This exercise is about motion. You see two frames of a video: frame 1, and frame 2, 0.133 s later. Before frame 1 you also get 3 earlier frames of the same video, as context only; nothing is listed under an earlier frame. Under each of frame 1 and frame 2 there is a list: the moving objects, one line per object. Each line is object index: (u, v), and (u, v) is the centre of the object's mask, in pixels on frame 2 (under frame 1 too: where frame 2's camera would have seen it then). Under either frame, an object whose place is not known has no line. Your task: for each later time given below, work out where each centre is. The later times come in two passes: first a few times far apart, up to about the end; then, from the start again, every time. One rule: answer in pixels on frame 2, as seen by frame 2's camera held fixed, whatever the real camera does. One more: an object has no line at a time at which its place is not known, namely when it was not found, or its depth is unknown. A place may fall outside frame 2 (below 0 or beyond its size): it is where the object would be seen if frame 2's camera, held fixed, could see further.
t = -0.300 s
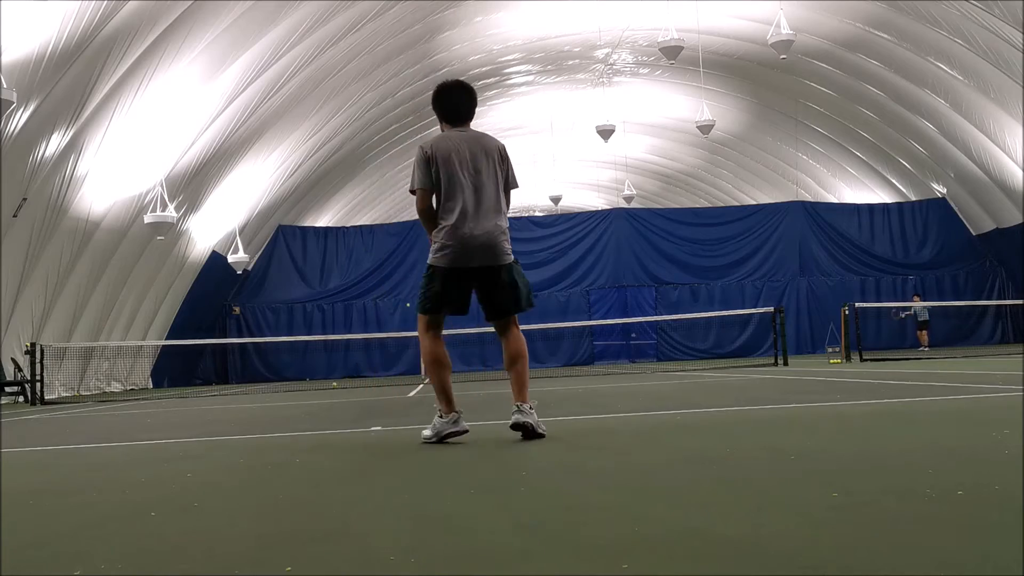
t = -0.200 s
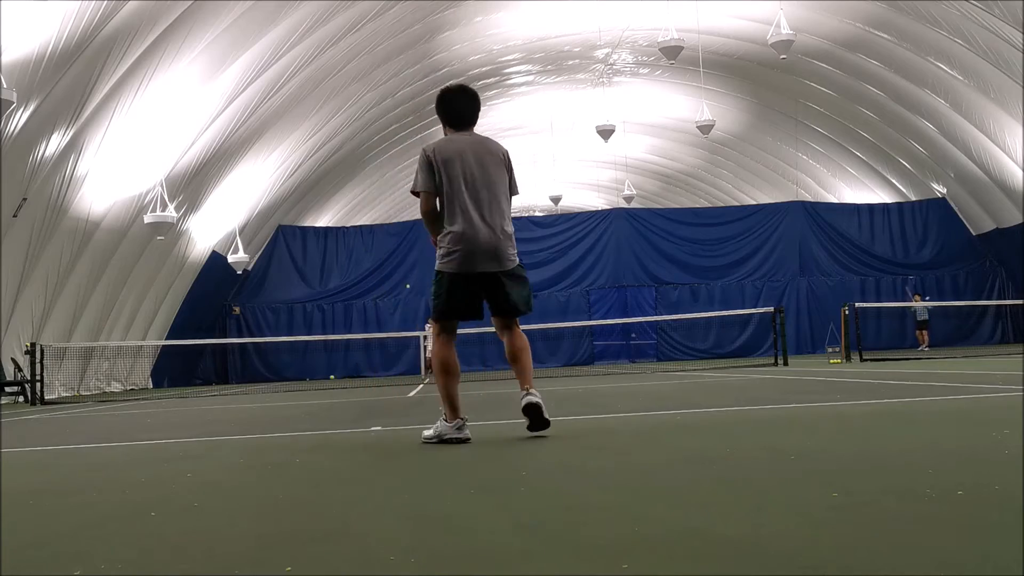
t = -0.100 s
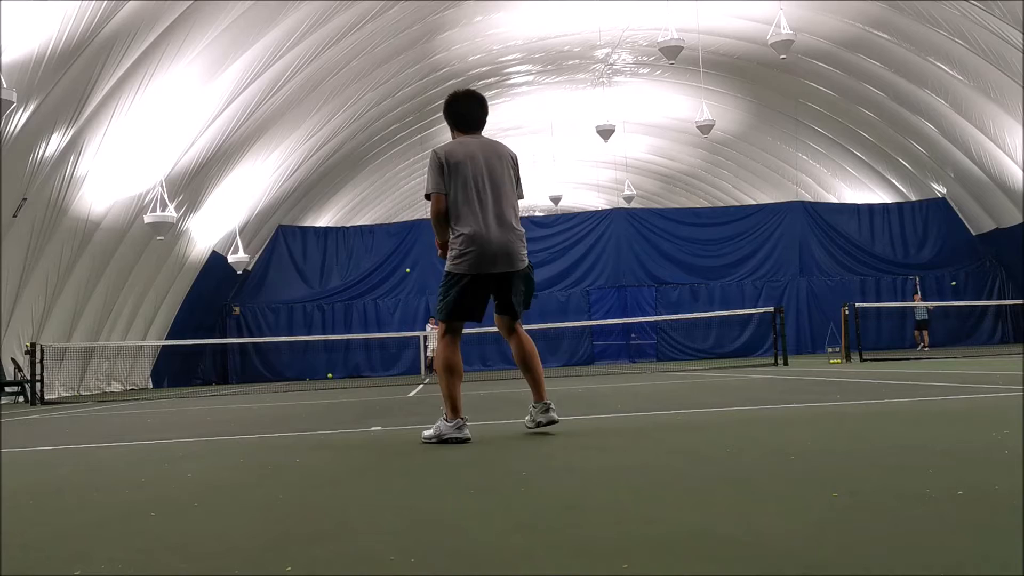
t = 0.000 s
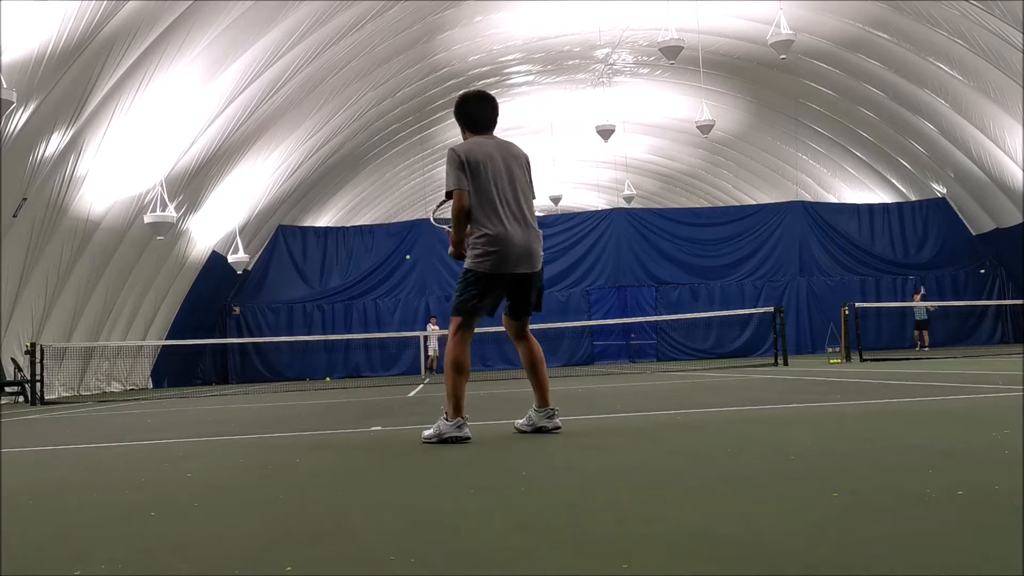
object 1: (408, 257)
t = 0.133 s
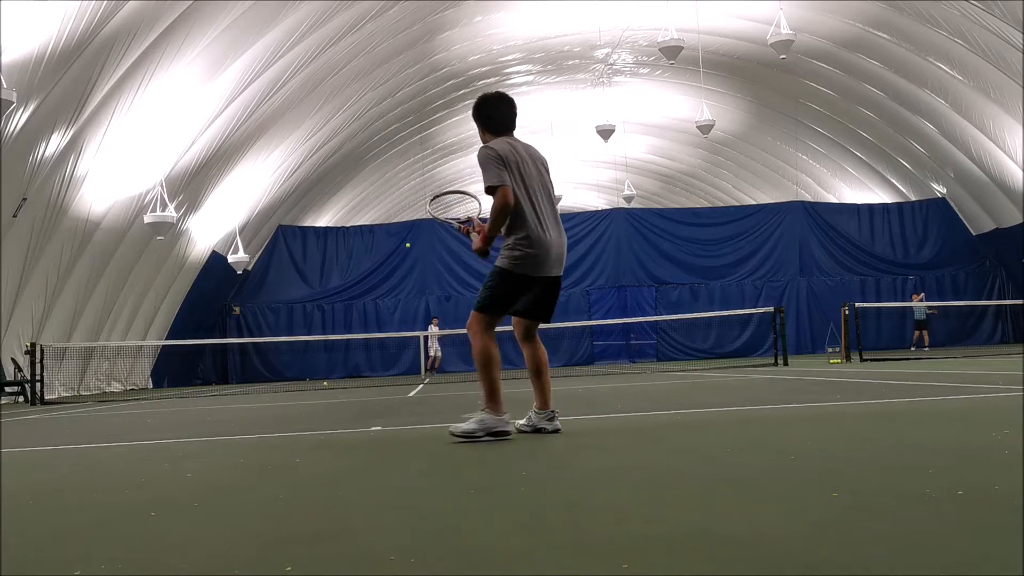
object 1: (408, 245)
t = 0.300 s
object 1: (408, 242)
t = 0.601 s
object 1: (411, 291)
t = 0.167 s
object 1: (408, 243)
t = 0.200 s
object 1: (408, 242)
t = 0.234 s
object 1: (408, 241)
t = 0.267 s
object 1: (408, 241)
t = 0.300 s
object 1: (408, 242)
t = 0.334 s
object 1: (408, 244)
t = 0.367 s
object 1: (408, 246)
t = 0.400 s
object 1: (409, 249)
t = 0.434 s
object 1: (409, 253)
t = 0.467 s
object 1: (409, 258)
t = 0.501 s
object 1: (409, 265)
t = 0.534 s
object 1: (410, 272)
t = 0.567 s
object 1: (410, 281)
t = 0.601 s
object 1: (411, 291)
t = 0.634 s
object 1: (409, 302)
